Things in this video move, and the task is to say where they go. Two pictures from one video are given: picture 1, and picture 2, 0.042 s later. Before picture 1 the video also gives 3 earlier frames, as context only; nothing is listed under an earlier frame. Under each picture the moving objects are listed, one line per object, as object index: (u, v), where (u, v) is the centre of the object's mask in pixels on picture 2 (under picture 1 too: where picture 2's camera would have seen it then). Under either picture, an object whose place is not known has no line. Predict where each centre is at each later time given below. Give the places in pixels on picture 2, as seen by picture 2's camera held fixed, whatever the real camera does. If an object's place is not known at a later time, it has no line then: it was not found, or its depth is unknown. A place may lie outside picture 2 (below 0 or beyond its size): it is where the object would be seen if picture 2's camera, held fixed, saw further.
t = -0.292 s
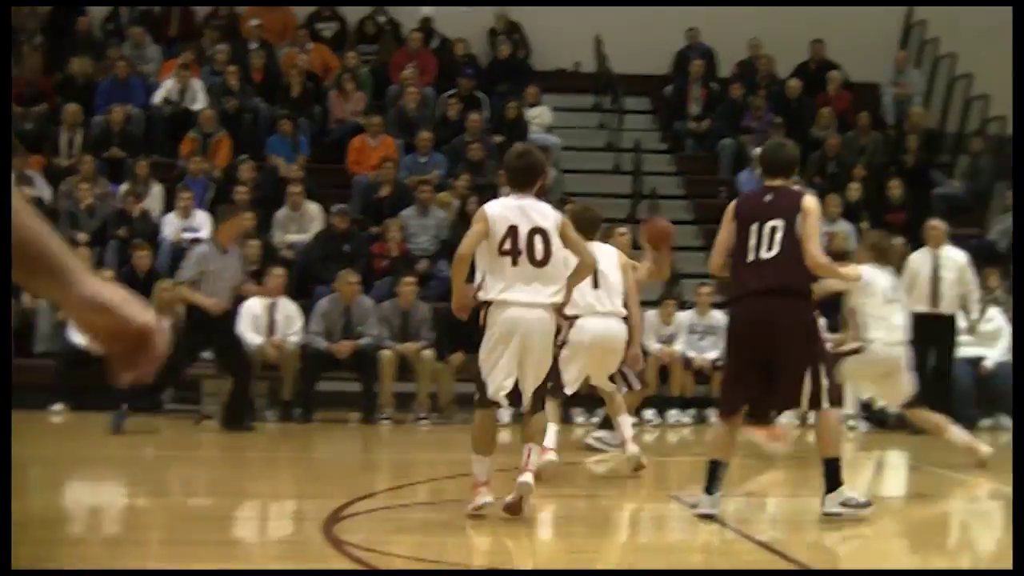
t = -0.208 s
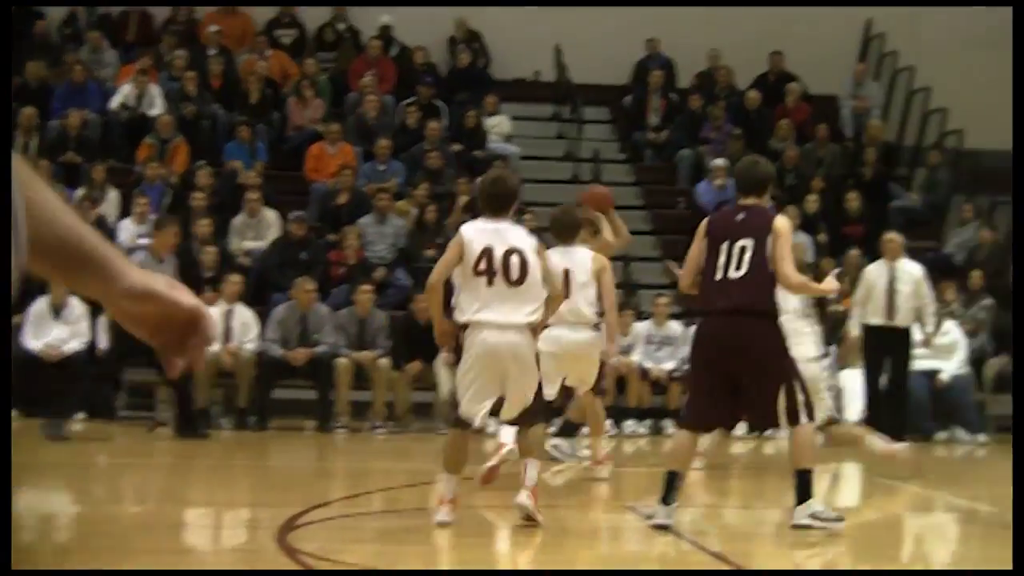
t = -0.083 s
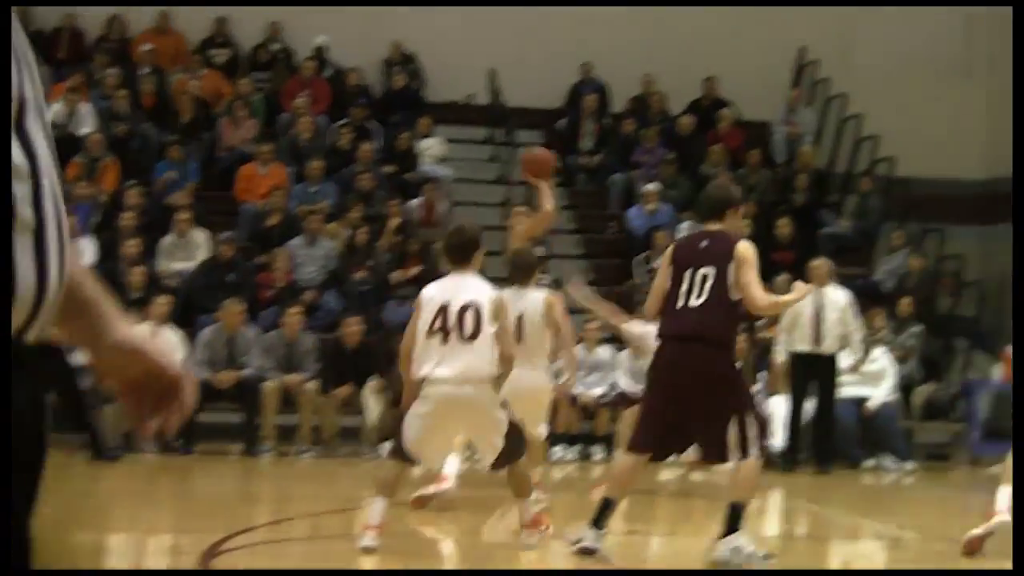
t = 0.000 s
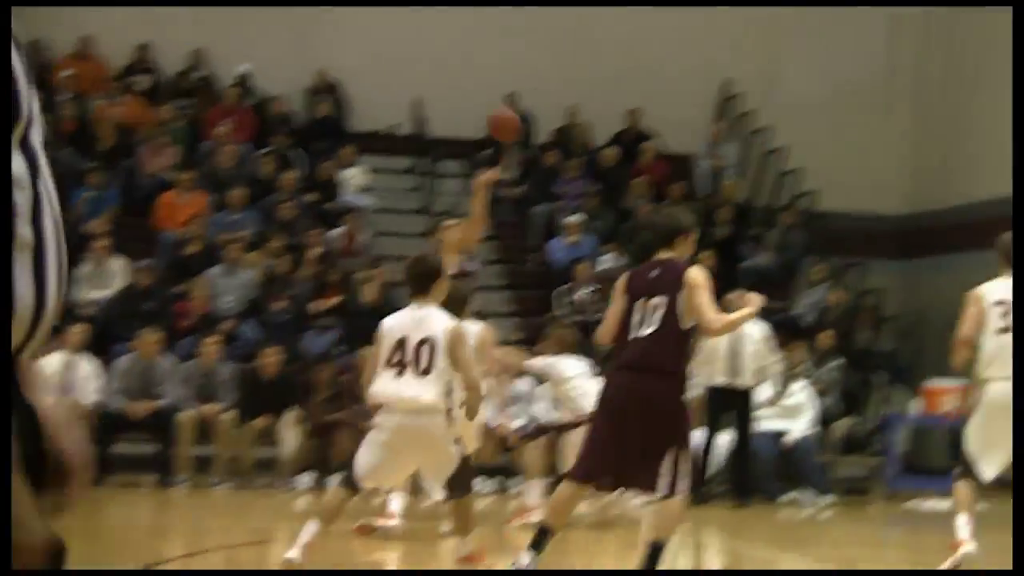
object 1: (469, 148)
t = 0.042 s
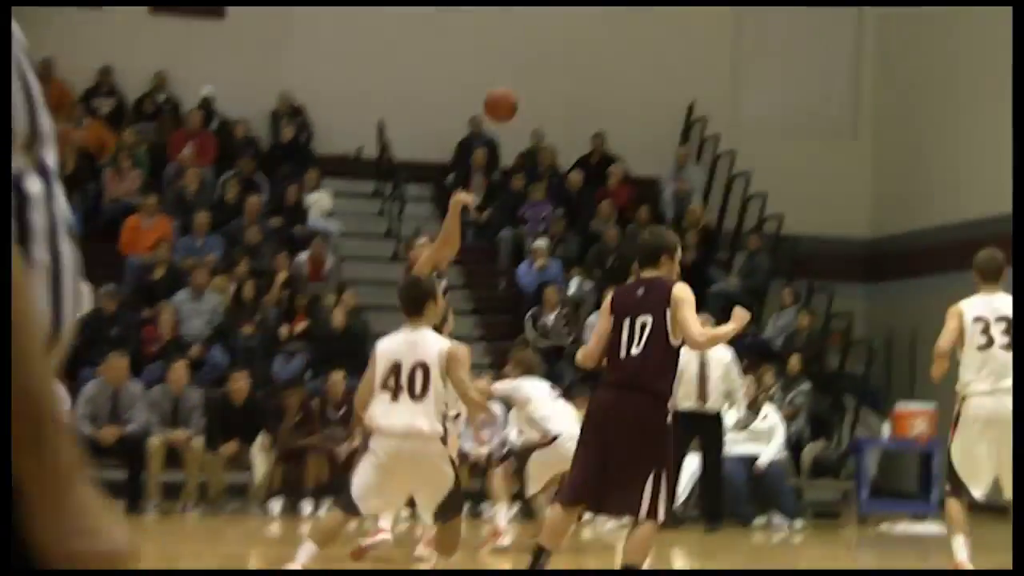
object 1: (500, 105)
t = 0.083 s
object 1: (521, 78)
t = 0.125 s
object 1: (555, 38)
